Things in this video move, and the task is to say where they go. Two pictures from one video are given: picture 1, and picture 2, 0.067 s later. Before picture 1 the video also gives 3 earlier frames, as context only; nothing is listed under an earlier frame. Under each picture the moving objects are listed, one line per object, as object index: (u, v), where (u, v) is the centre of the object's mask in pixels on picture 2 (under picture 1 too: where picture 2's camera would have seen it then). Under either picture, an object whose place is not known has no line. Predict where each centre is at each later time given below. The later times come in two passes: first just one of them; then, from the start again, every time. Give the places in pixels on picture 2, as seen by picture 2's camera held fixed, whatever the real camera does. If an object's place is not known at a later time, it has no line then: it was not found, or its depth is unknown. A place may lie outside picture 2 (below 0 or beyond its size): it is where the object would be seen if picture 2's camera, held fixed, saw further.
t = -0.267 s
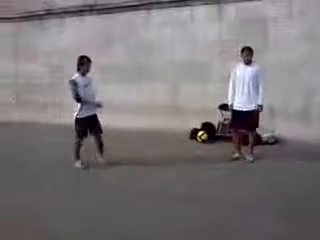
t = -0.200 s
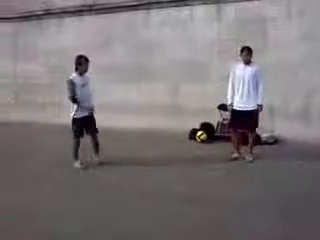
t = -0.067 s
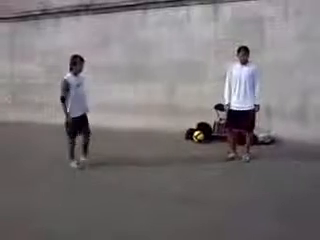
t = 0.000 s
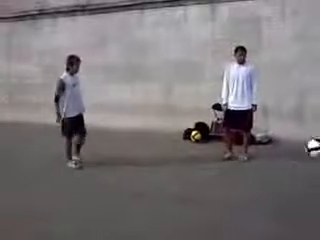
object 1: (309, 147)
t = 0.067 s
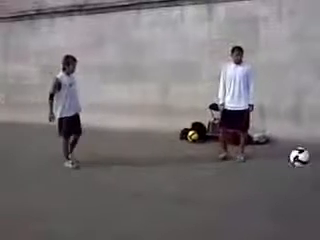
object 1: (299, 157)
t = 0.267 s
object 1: (268, 177)
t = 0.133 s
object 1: (286, 170)
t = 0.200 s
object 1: (272, 187)
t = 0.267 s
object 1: (268, 177)
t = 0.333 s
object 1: (264, 167)
